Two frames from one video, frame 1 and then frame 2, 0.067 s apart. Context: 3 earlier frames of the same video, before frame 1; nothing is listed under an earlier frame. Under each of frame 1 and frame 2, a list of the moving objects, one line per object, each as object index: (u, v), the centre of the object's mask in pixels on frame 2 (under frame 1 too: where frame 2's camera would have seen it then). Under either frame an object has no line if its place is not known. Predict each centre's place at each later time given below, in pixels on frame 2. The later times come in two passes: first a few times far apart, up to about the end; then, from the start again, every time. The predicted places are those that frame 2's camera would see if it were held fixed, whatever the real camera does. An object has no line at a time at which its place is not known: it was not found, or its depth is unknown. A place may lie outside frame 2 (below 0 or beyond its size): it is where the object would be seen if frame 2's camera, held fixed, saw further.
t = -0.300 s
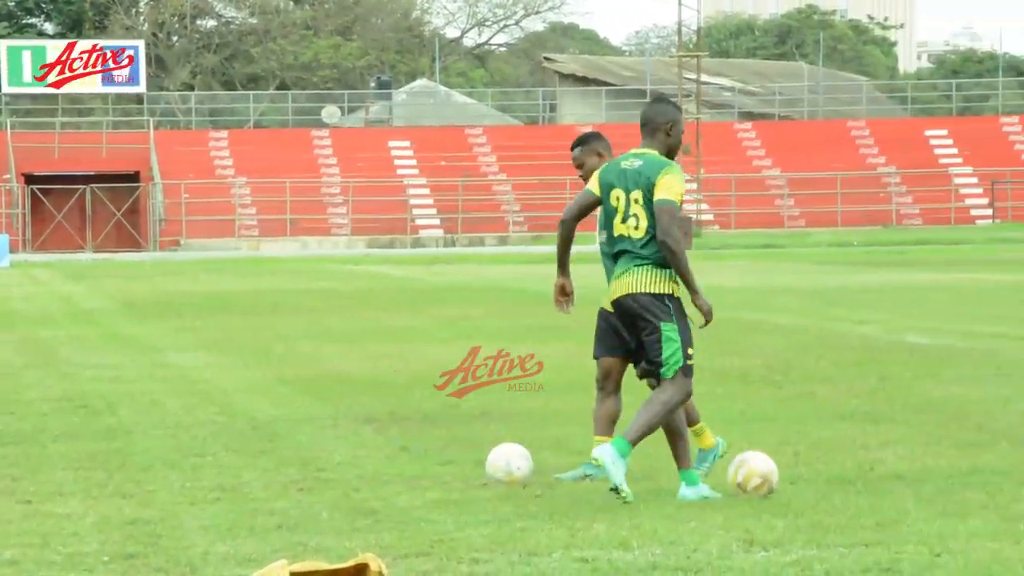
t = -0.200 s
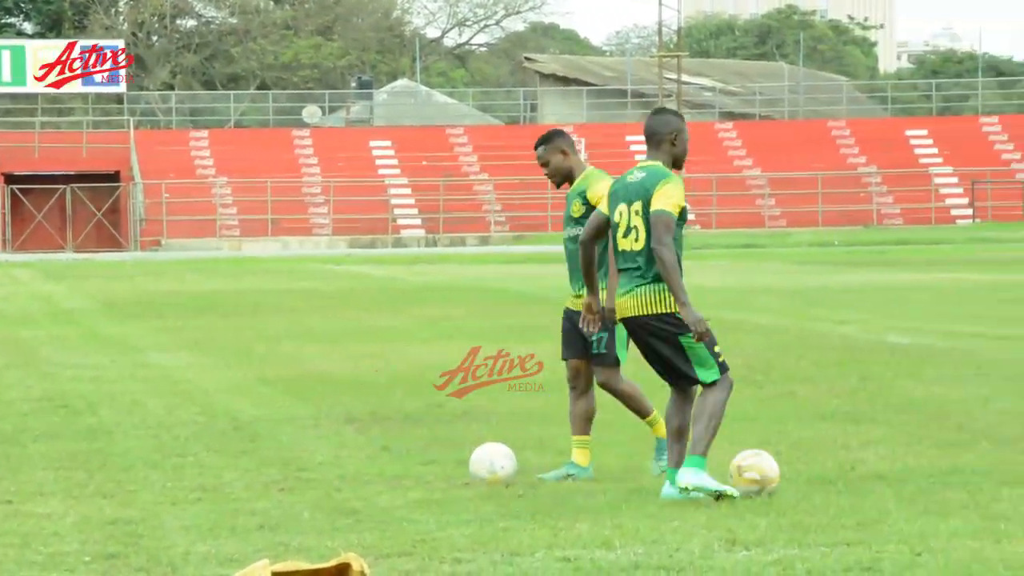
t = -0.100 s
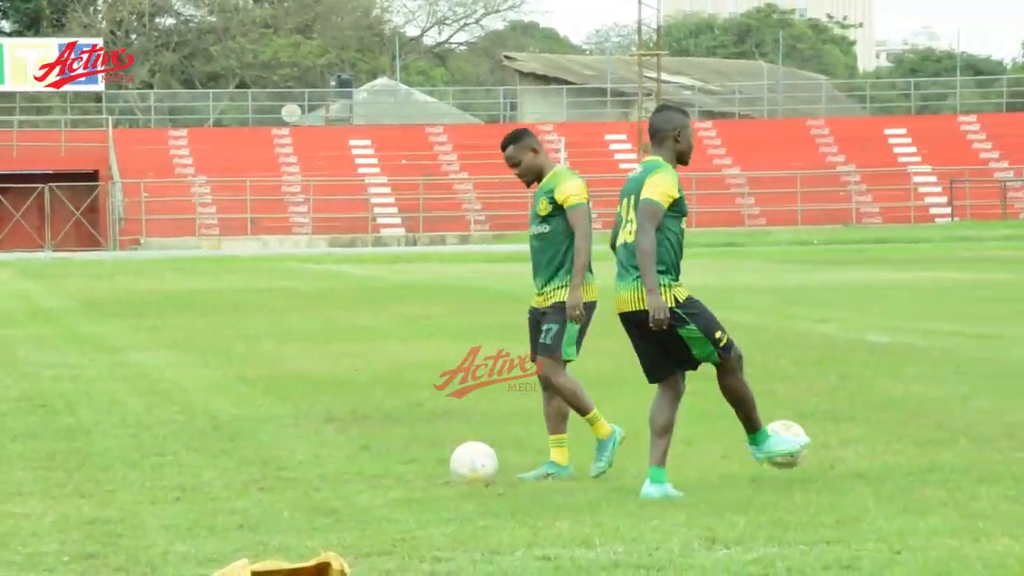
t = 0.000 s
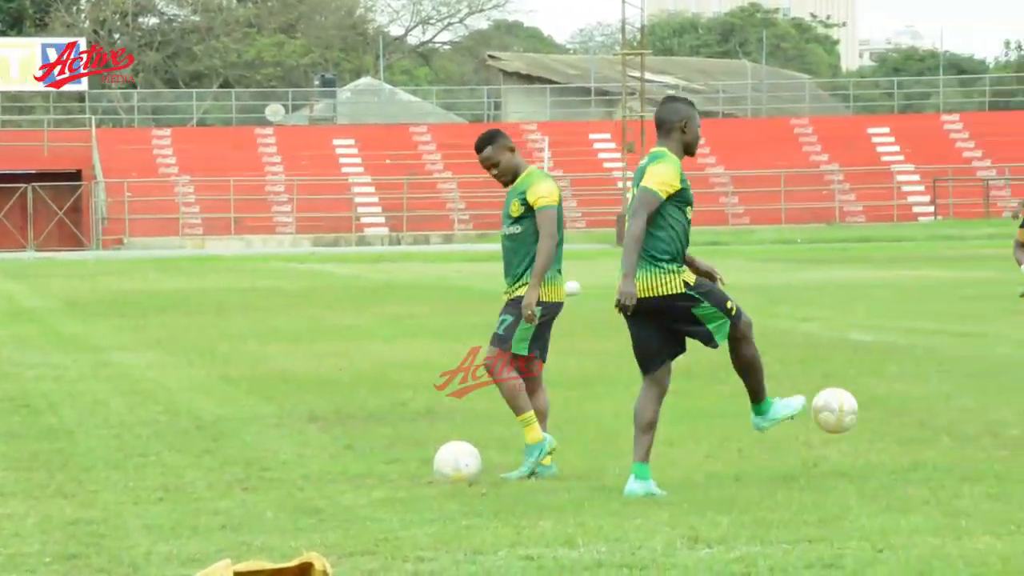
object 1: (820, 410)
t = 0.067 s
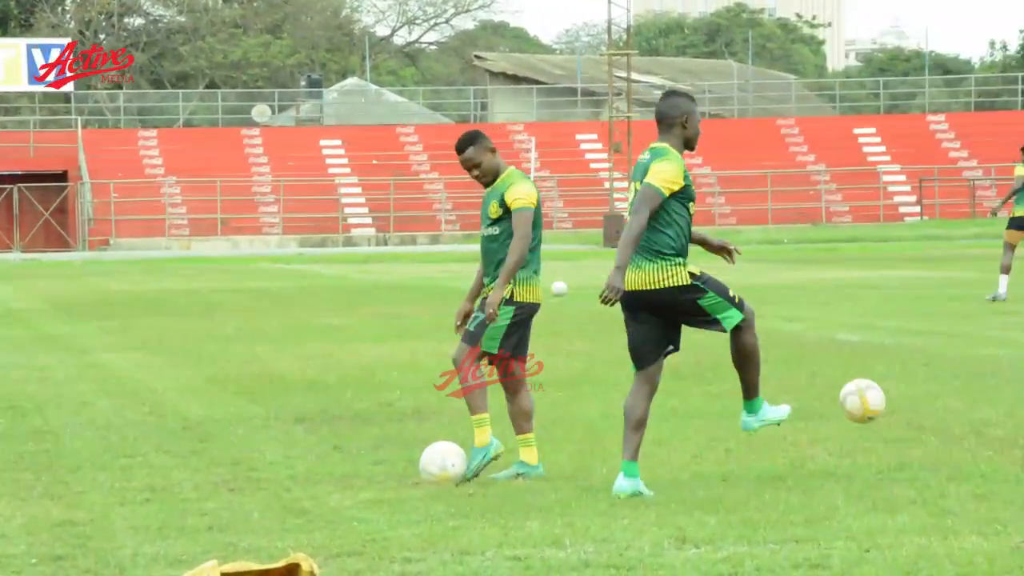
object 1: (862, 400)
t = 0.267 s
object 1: (966, 400)
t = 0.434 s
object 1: (1018, 345)
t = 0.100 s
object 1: (881, 400)
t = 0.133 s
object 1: (901, 400)
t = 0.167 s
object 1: (919, 404)
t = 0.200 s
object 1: (936, 409)
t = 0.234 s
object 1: (952, 413)
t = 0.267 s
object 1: (966, 400)
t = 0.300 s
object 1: (977, 384)
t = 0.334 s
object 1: (987, 371)
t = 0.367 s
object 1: (997, 359)
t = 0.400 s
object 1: (1008, 351)
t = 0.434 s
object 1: (1018, 345)
